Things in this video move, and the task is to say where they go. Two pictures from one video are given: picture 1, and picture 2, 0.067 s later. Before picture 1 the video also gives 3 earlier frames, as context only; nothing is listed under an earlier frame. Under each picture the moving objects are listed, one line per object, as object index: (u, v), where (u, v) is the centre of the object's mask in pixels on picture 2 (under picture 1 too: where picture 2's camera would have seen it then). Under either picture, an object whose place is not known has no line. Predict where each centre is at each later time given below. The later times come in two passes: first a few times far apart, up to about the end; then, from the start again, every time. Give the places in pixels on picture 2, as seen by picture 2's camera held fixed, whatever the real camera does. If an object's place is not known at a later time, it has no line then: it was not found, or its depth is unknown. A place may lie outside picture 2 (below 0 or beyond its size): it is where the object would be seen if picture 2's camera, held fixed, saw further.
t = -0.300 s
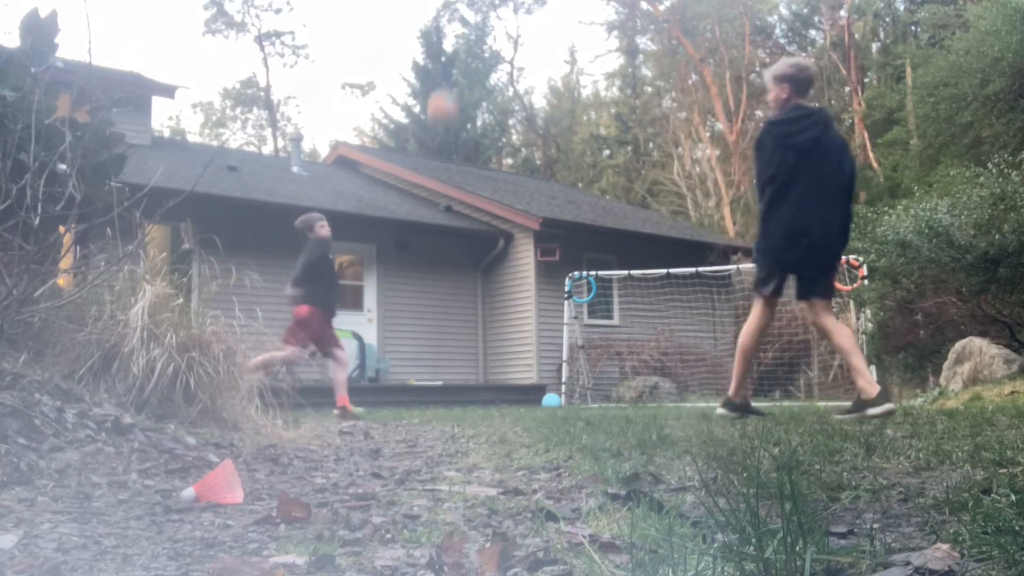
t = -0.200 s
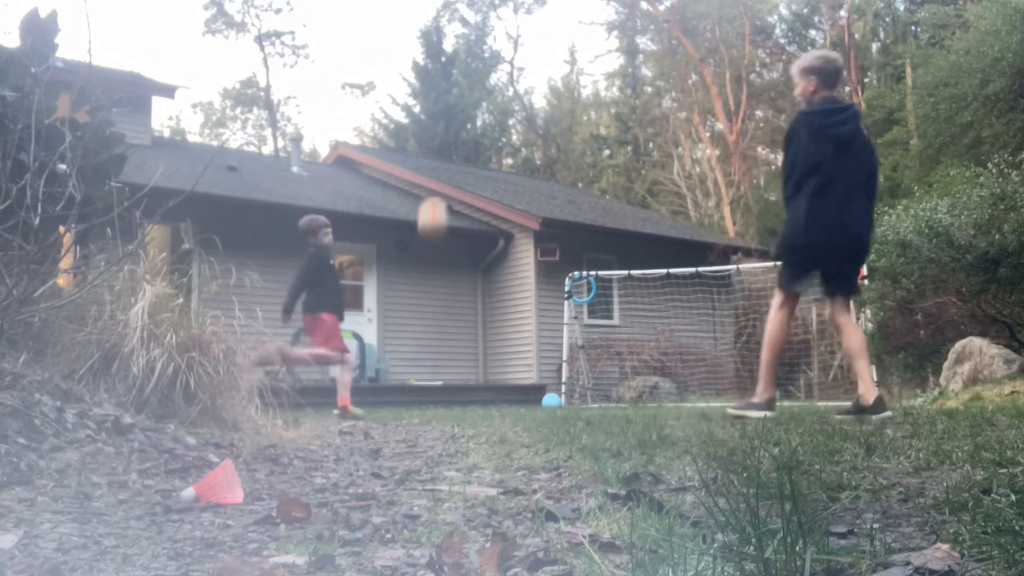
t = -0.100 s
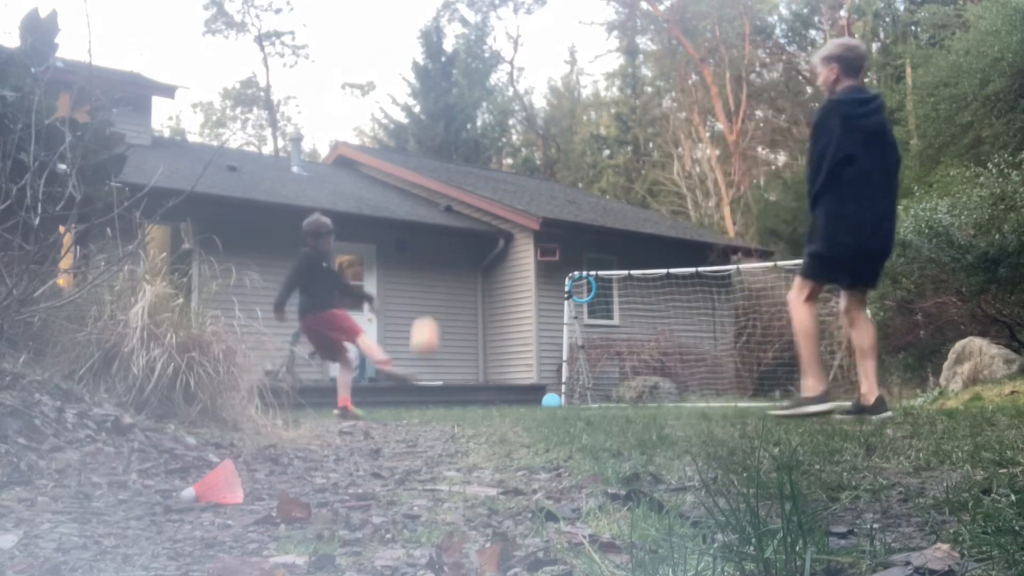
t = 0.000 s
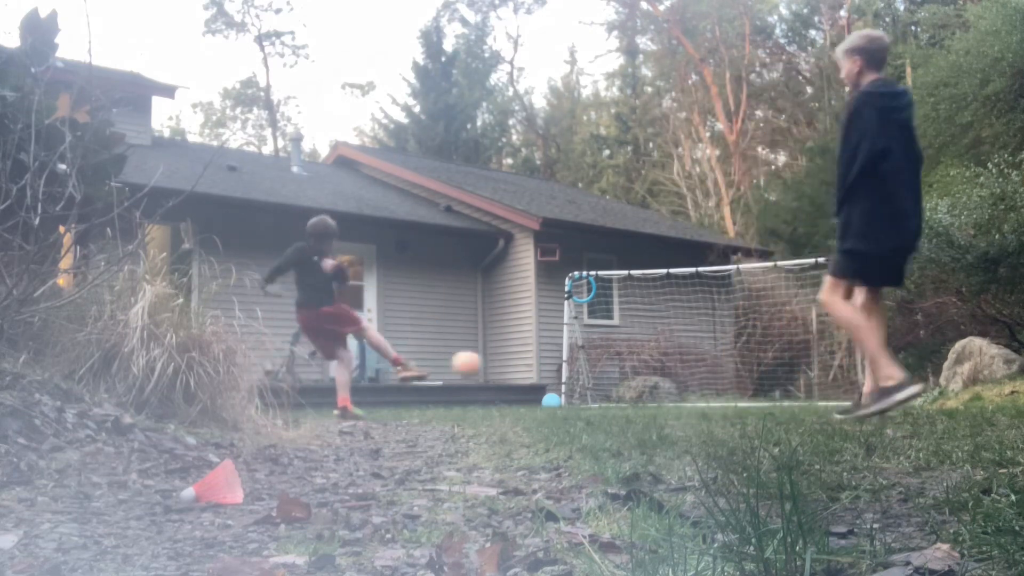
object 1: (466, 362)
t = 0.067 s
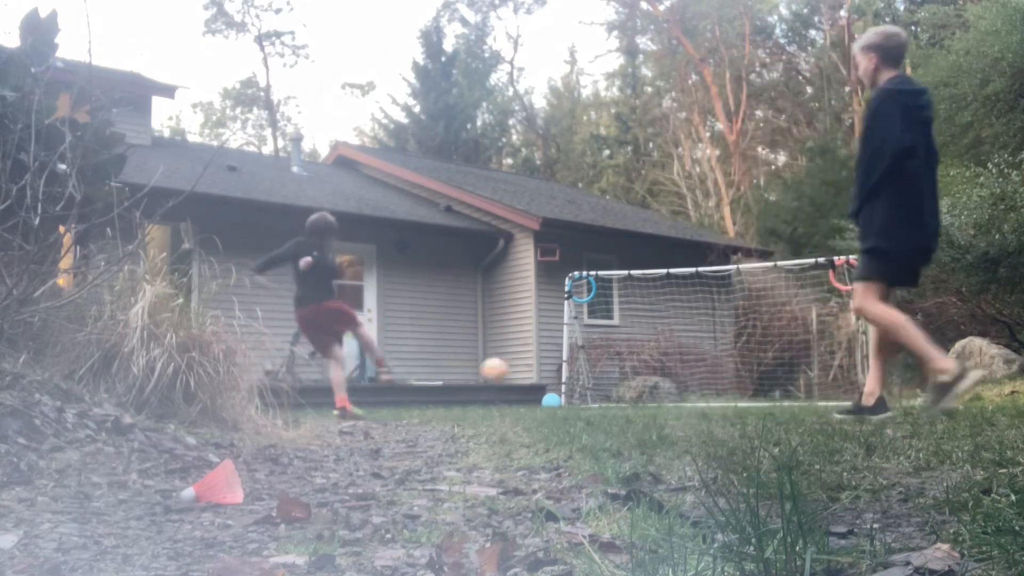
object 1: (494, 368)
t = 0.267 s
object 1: (551, 401)
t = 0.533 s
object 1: (587, 398)
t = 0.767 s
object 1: (644, 393)
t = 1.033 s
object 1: (699, 392)
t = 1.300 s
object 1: (743, 396)
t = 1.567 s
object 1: (777, 397)
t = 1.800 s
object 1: (794, 395)
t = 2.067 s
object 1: (811, 396)
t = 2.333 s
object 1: (829, 396)
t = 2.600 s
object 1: (848, 396)
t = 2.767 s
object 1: (858, 396)
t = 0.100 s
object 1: (506, 373)
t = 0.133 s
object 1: (516, 379)
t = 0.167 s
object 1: (526, 385)
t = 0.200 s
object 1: (534, 392)
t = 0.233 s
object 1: (542, 399)
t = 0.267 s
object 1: (551, 401)
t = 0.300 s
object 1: (555, 399)
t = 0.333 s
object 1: (562, 396)
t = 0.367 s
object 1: (567, 396)
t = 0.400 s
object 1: (571, 396)
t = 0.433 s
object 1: (575, 396)
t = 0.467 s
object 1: (580, 399)
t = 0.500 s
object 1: (583, 400)
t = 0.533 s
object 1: (587, 398)
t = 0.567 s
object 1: (595, 397)
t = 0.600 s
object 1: (605, 398)
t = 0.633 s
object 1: (614, 398)
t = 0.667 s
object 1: (622, 396)
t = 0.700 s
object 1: (629, 395)
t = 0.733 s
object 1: (637, 394)
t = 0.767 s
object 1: (644, 393)
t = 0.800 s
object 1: (652, 394)
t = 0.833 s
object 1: (659, 395)
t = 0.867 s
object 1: (667, 397)
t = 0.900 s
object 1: (674, 398)
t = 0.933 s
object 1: (680, 397)
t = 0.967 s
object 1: (688, 395)
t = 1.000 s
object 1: (693, 393)
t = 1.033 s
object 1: (699, 392)
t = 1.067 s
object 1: (706, 393)
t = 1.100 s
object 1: (712, 393)
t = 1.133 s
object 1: (717, 395)
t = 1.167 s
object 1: (724, 395)
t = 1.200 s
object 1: (729, 395)
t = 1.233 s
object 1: (734, 395)
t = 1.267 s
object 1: (739, 395)
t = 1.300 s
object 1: (743, 396)
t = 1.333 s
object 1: (747, 396)
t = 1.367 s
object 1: (751, 397)
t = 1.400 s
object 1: (755, 397)
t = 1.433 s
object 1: (760, 397)
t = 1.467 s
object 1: (764, 396)
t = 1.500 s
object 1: (768, 397)
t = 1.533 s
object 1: (773, 397)
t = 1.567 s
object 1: (777, 397)
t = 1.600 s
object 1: (780, 397)
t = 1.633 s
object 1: (783, 396)
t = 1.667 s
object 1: (785, 396)
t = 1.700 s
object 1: (788, 396)
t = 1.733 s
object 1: (790, 395)
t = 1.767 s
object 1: (792, 395)
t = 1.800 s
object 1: (794, 395)
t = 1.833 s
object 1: (797, 396)
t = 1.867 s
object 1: (799, 395)
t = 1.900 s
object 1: (801, 395)
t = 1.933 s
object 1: (803, 396)
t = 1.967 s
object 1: (805, 396)
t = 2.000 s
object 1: (807, 395)
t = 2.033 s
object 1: (809, 395)
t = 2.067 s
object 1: (811, 396)
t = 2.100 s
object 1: (812, 396)
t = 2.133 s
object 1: (814, 397)
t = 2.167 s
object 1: (816, 397)
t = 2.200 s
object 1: (819, 397)
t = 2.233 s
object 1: (821, 397)
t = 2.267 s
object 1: (824, 397)
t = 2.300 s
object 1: (827, 397)
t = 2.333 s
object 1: (829, 396)
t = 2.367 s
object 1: (831, 396)
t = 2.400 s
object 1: (834, 396)
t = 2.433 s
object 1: (835, 396)
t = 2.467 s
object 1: (838, 396)
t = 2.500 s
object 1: (840, 396)
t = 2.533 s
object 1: (843, 396)
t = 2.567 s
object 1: (845, 396)
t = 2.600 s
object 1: (848, 396)
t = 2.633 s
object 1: (850, 396)
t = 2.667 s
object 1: (852, 397)
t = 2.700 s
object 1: (854, 397)
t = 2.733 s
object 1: (856, 397)
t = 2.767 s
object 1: (858, 396)
